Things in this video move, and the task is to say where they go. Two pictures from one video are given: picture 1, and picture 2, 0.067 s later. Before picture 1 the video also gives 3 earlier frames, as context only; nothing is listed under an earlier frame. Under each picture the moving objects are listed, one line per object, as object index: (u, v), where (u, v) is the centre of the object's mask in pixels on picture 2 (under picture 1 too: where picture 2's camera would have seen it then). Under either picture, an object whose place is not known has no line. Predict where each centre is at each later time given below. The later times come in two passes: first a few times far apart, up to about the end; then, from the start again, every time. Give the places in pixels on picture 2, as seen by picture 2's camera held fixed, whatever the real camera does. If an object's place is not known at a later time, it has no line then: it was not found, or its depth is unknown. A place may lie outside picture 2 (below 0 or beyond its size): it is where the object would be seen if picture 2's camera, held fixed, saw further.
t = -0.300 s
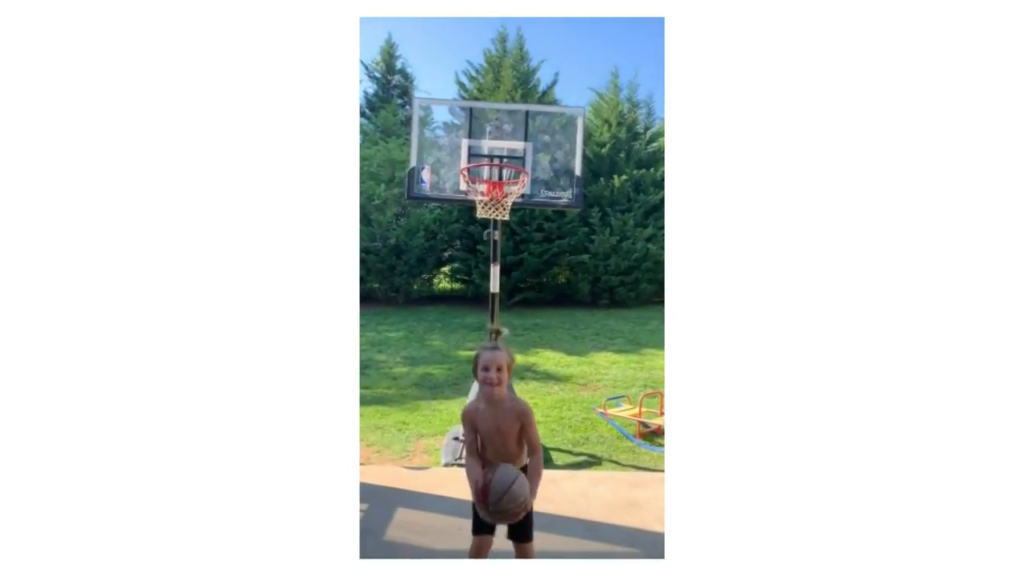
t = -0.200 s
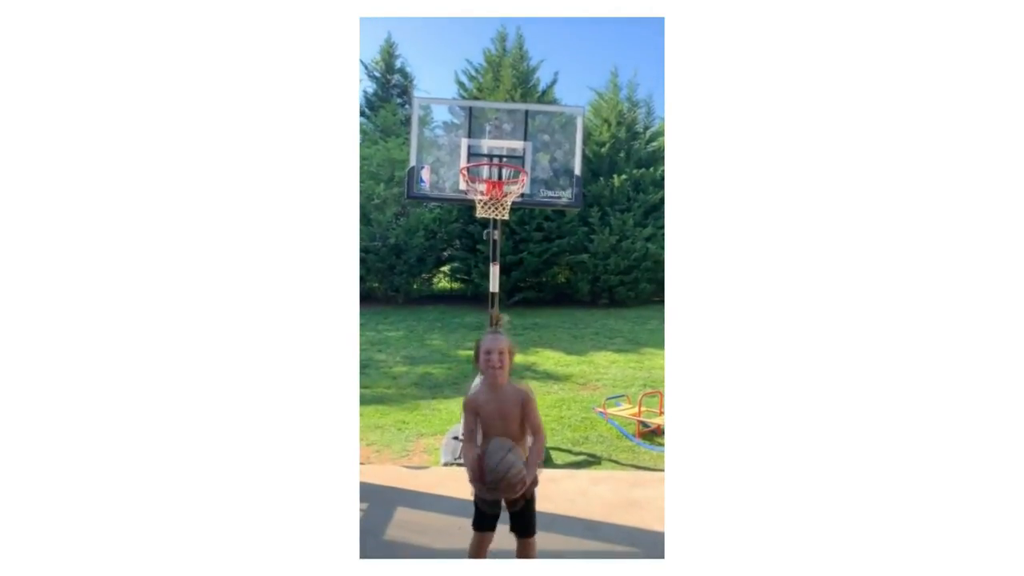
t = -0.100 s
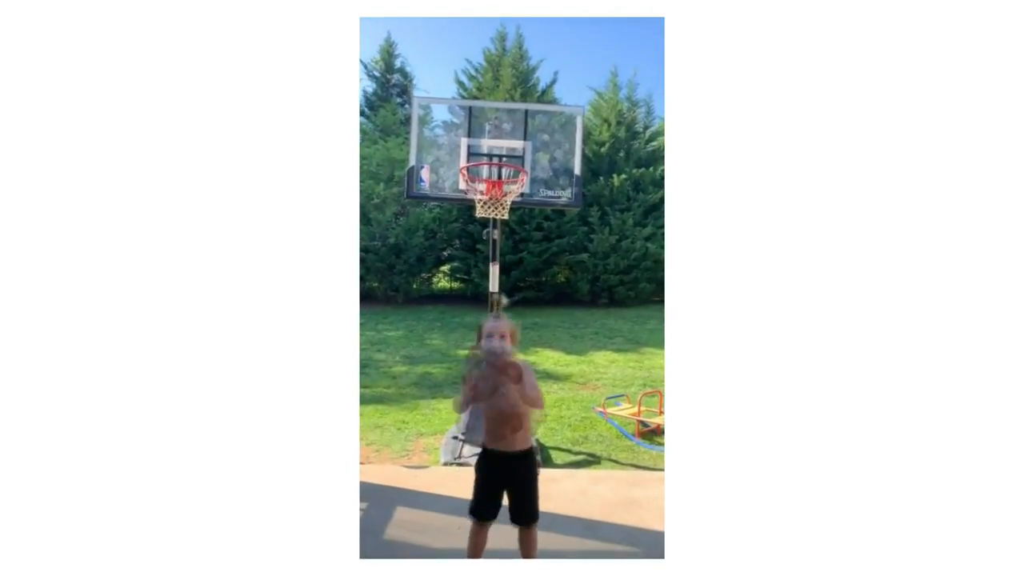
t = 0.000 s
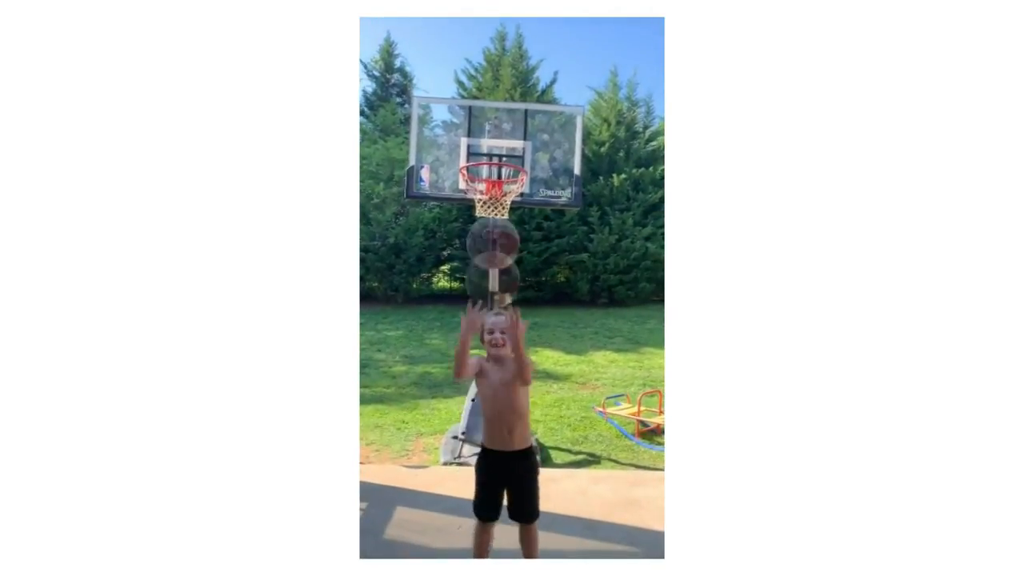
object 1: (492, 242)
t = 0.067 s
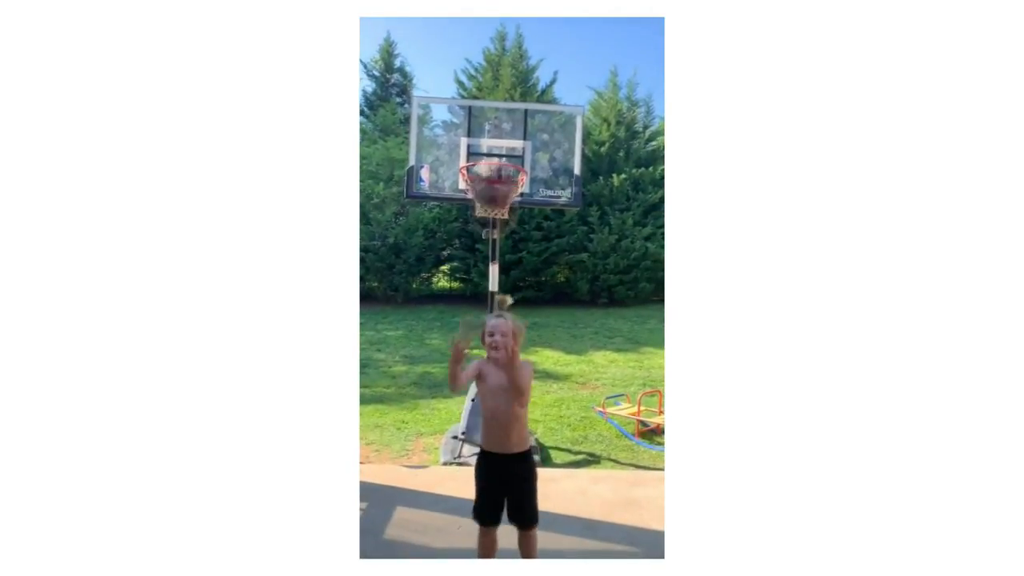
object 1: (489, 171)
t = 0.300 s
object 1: (493, 84)
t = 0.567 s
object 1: (495, 107)
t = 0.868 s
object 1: (492, 206)
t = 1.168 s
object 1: (476, 278)
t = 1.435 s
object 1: (459, 450)
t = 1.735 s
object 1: (447, 353)
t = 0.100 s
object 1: (490, 154)
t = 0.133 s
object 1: (492, 133)
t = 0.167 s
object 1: (490, 118)
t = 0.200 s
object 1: (491, 104)
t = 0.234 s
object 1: (493, 94)
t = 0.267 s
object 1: (493, 87)
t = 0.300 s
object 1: (493, 84)
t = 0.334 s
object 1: (494, 81)
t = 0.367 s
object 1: (494, 80)
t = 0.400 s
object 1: (494, 81)
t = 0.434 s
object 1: (495, 83)
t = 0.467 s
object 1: (496, 87)
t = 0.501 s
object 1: (496, 90)
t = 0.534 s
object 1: (497, 96)
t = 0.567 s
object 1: (495, 107)
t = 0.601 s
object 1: (494, 120)
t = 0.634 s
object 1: (496, 128)
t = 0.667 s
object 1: (495, 138)
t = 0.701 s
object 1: (495, 144)
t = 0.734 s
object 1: (495, 169)
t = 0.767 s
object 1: (495, 188)
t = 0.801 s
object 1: (495, 202)
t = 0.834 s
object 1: (494, 204)
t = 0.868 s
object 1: (492, 206)
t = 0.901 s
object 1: (490, 208)
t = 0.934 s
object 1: (489, 209)
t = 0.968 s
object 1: (487, 218)
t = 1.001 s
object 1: (485, 228)
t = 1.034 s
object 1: (483, 236)
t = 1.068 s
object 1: (481, 245)
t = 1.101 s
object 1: (479, 257)
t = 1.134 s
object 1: (477, 270)
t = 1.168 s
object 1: (476, 278)
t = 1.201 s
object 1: (474, 293)
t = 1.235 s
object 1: (472, 309)
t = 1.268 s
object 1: (470, 326)
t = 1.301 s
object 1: (469, 347)
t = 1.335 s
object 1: (466, 367)
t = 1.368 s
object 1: (462, 389)
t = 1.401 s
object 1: (460, 415)
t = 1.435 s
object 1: (459, 450)
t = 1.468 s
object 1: (459, 458)
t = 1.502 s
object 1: (457, 444)
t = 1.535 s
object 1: (456, 426)
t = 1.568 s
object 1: (455, 409)
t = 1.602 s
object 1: (453, 395)
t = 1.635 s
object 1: (450, 383)
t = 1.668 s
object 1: (449, 373)
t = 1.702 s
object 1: (449, 361)
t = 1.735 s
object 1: (447, 353)
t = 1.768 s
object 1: (446, 347)
